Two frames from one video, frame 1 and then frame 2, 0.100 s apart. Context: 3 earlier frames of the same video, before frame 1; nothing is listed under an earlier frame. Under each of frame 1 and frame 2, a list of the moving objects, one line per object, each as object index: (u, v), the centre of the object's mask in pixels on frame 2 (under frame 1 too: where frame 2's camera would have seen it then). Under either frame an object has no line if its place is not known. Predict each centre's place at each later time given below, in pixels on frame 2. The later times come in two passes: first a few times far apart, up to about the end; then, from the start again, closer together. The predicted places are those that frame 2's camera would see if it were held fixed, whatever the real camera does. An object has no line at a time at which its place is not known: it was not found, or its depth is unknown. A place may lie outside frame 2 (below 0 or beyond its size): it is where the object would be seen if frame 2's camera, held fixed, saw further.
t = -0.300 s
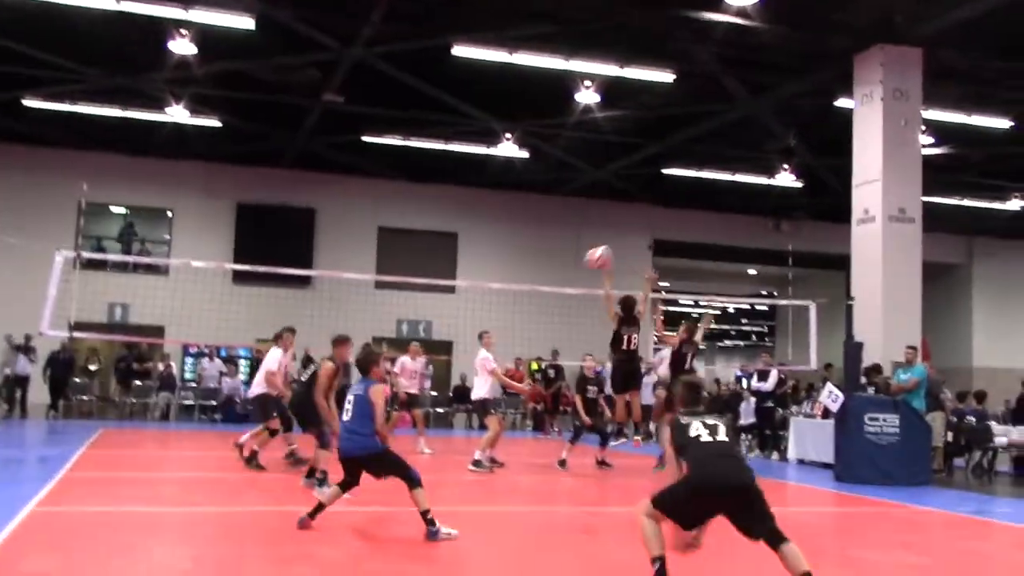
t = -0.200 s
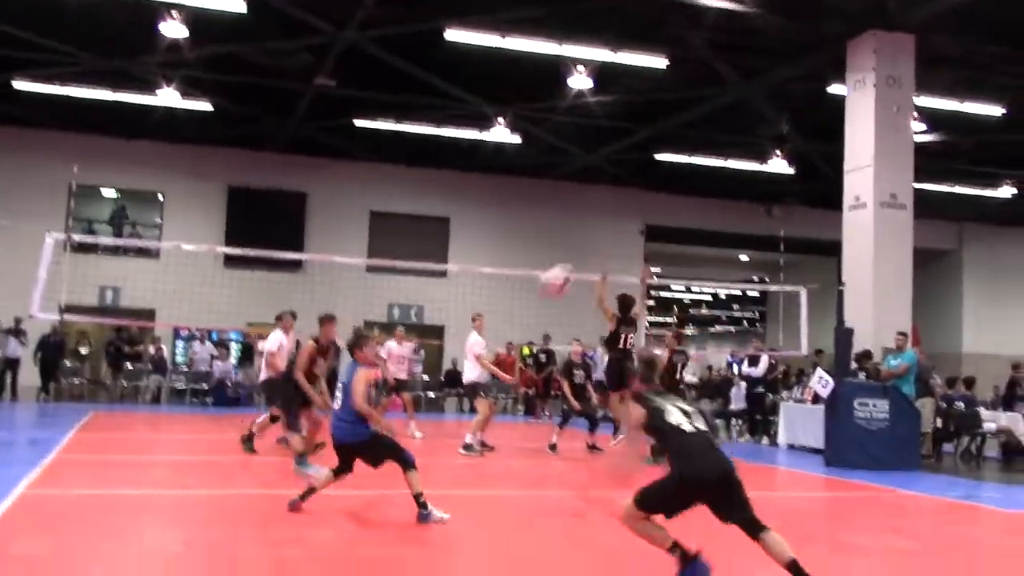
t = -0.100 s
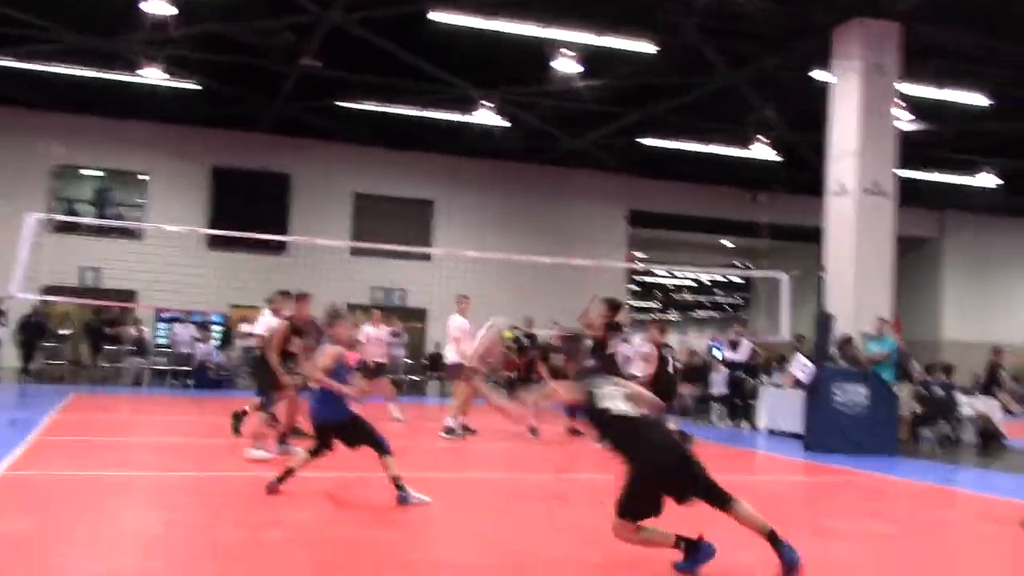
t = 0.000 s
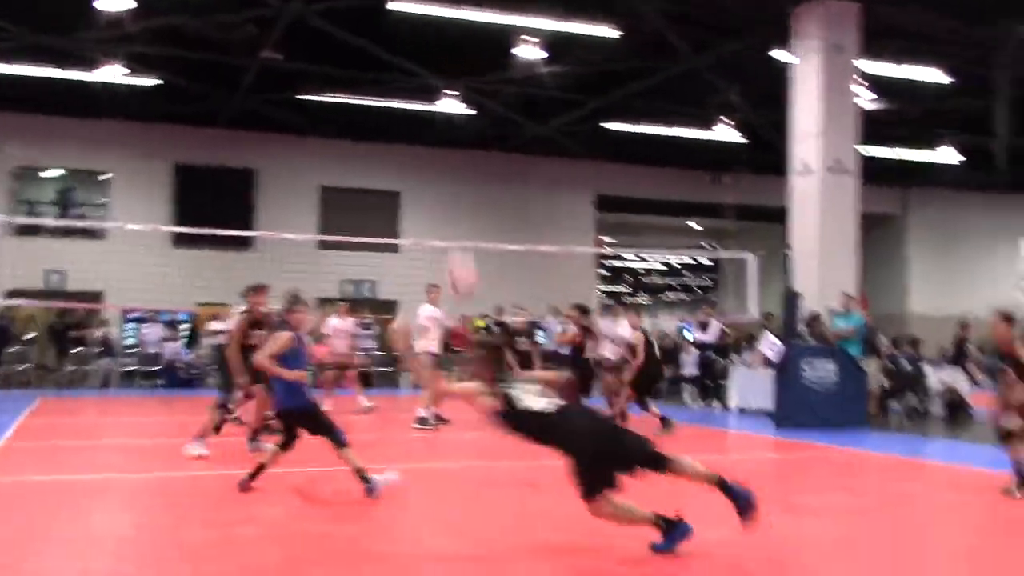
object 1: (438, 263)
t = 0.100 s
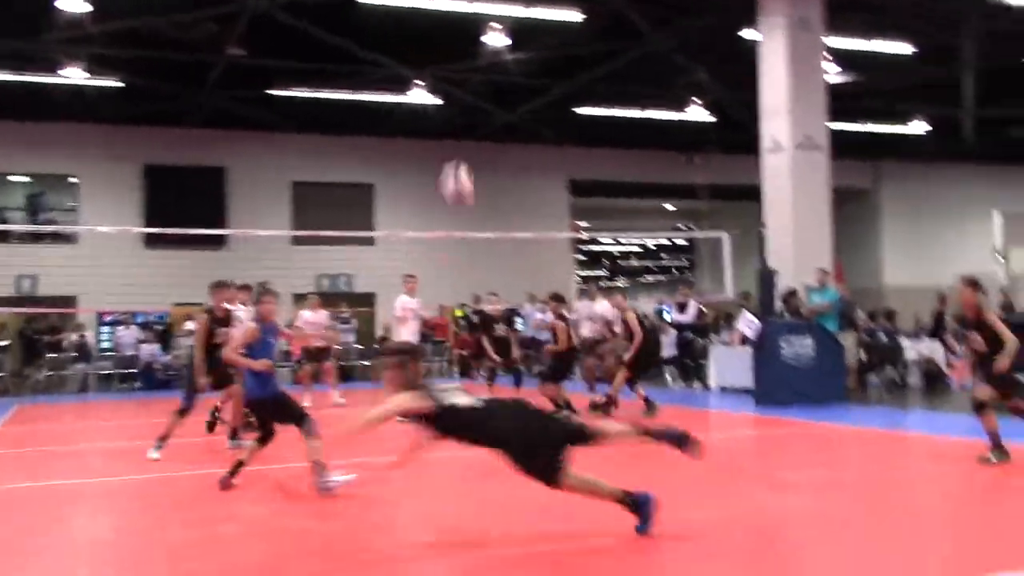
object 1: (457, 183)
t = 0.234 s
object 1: (482, 116)
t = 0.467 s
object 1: (528, 64)
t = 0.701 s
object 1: (572, 91)
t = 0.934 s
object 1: (611, 183)
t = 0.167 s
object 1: (470, 147)
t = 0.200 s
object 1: (476, 131)
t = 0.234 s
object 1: (482, 116)
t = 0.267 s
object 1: (489, 102)
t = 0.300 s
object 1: (496, 91)
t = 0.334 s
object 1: (502, 81)
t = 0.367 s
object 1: (509, 75)
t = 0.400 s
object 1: (516, 69)
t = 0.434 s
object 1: (522, 66)
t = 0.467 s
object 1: (528, 64)
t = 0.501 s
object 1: (535, 63)
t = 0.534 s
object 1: (541, 64)
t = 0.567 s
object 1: (547, 67)
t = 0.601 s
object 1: (553, 71)
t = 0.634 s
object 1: (558, 76)
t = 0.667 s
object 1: (564, 83)
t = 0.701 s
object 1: (572, 91)
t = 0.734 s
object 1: (575, 99)
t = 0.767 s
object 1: (582, 111)
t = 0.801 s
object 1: (588, 125)
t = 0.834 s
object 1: (595, 136)
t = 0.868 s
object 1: (600, 150)
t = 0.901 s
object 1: (605, 165)
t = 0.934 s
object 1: (611, 183)
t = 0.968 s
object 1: (617, 200)
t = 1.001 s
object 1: (622, 217)
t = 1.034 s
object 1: (626, 238)
